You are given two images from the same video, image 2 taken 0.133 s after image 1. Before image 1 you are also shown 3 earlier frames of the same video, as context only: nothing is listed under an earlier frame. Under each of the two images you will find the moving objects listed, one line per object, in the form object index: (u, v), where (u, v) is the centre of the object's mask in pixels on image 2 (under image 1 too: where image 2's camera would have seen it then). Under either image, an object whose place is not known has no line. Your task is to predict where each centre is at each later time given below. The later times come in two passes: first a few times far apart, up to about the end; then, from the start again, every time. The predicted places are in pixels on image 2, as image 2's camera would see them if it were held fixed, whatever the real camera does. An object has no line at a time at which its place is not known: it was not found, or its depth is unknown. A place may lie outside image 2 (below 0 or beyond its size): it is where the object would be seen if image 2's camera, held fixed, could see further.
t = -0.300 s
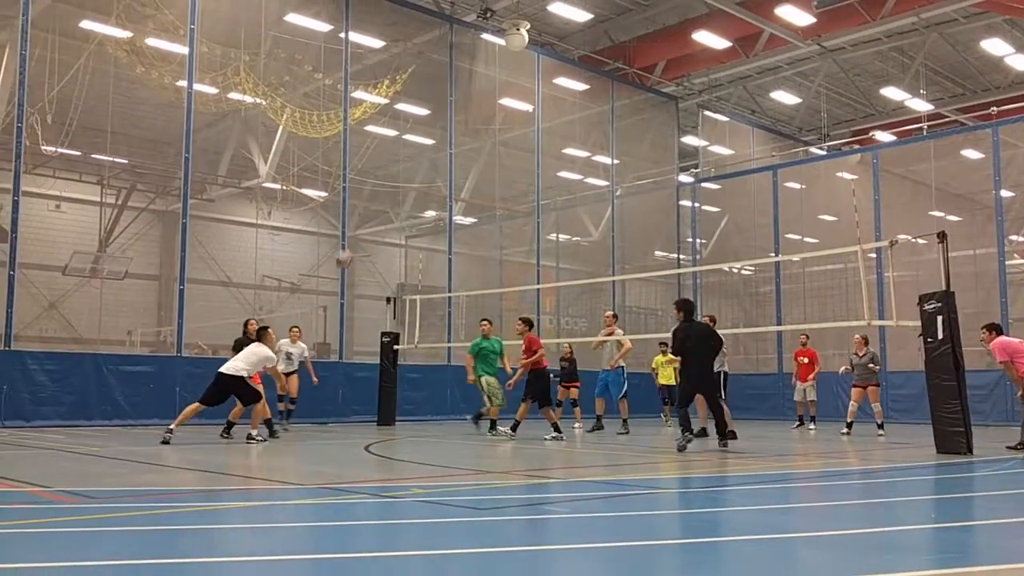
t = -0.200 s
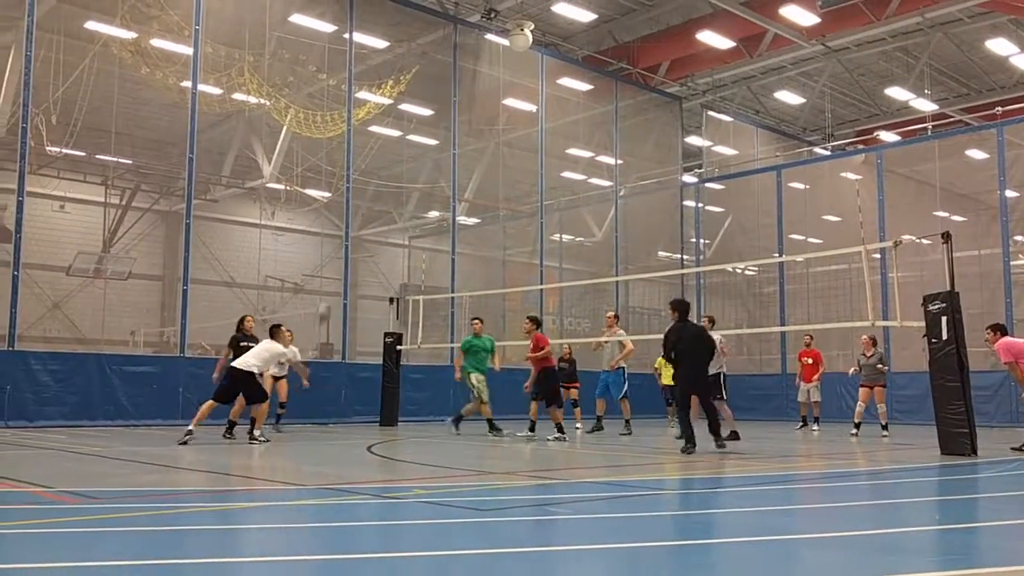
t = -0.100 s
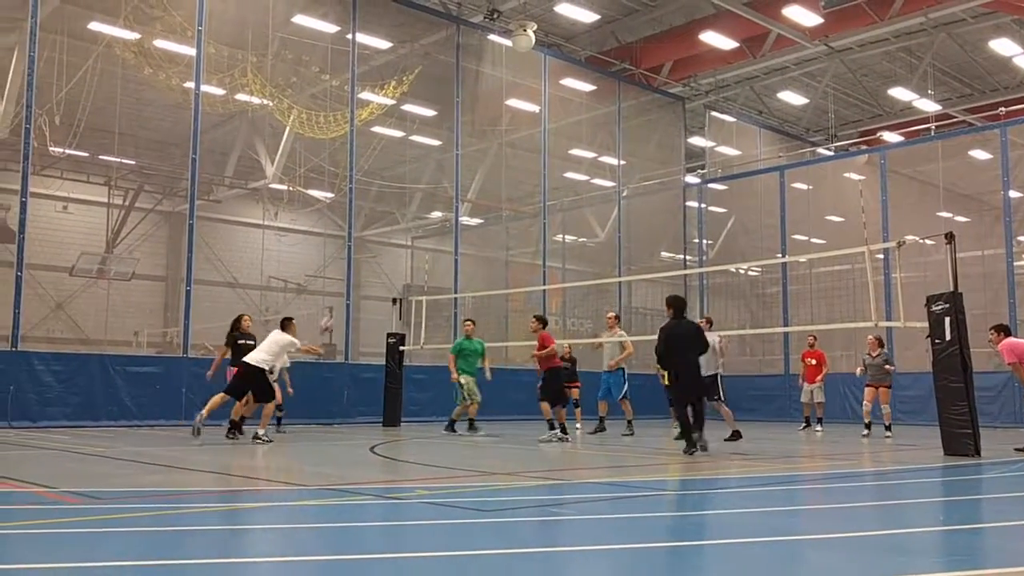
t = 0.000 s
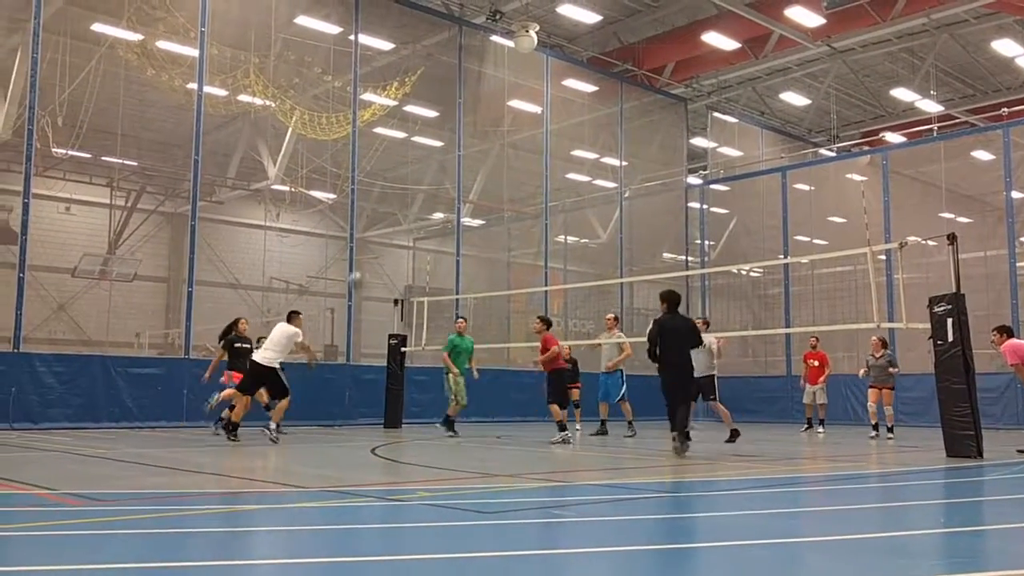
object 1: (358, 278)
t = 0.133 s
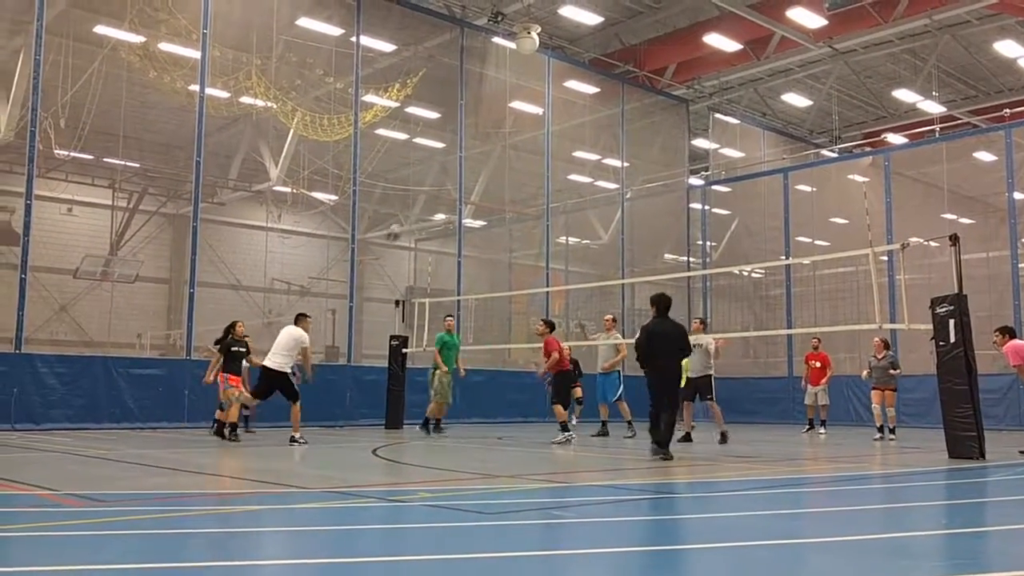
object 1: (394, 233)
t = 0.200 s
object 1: (410, 214)
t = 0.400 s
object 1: (458, 177)
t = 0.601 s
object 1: (506, 170)
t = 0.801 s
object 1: (550, 192)
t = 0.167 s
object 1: (402, 222)
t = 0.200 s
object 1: (410, 214)
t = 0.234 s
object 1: (418, 205)
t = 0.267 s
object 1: (426, 198)
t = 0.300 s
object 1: (436, 190)
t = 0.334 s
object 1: (443, 185)
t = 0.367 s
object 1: (450, 180)
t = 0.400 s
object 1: (458, 177)
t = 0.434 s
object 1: (467, 174)
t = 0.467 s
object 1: (474, 172)
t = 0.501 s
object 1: (482, 170)
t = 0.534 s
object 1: (490, 169)
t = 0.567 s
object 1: (497, 169)
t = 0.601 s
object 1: (506, 170)
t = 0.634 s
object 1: (513, 171)
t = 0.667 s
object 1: (520, 174)
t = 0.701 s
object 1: (528, 178)
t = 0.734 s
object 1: (535, 182)
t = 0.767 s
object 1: (542, 187)
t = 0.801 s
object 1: (550, 192)
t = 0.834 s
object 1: (558, 199)
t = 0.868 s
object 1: (565, 206)
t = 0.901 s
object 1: (571, 213)
